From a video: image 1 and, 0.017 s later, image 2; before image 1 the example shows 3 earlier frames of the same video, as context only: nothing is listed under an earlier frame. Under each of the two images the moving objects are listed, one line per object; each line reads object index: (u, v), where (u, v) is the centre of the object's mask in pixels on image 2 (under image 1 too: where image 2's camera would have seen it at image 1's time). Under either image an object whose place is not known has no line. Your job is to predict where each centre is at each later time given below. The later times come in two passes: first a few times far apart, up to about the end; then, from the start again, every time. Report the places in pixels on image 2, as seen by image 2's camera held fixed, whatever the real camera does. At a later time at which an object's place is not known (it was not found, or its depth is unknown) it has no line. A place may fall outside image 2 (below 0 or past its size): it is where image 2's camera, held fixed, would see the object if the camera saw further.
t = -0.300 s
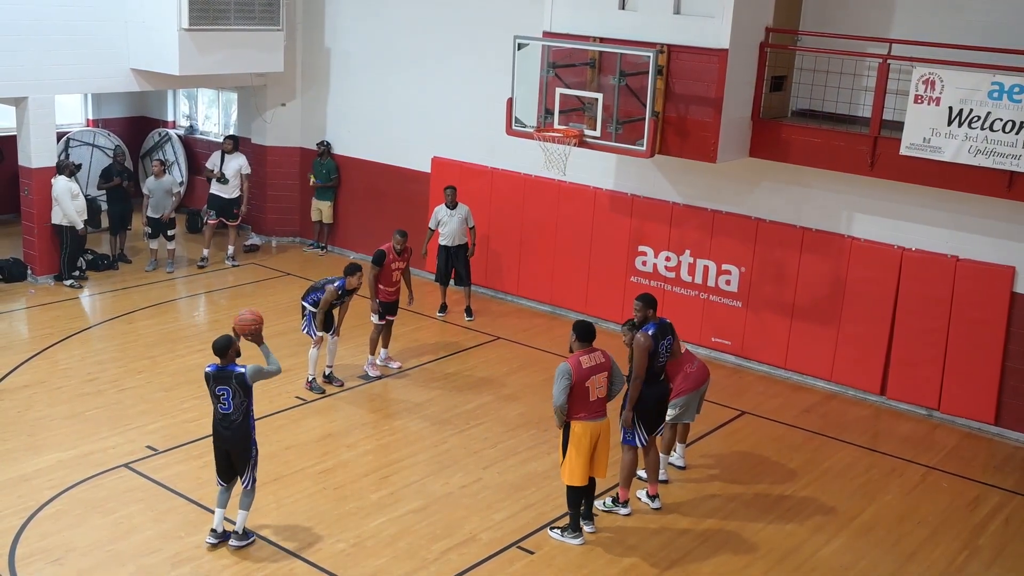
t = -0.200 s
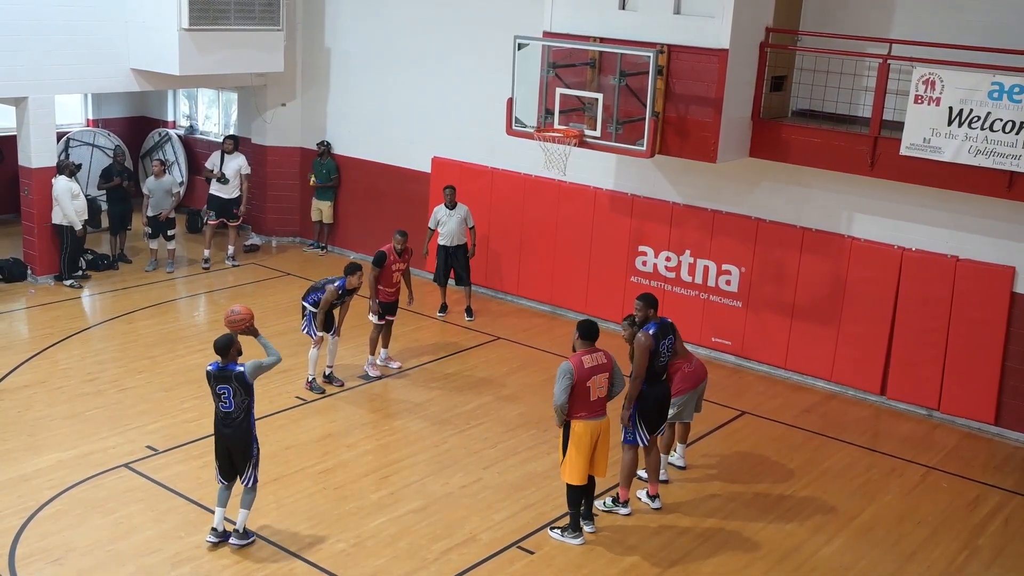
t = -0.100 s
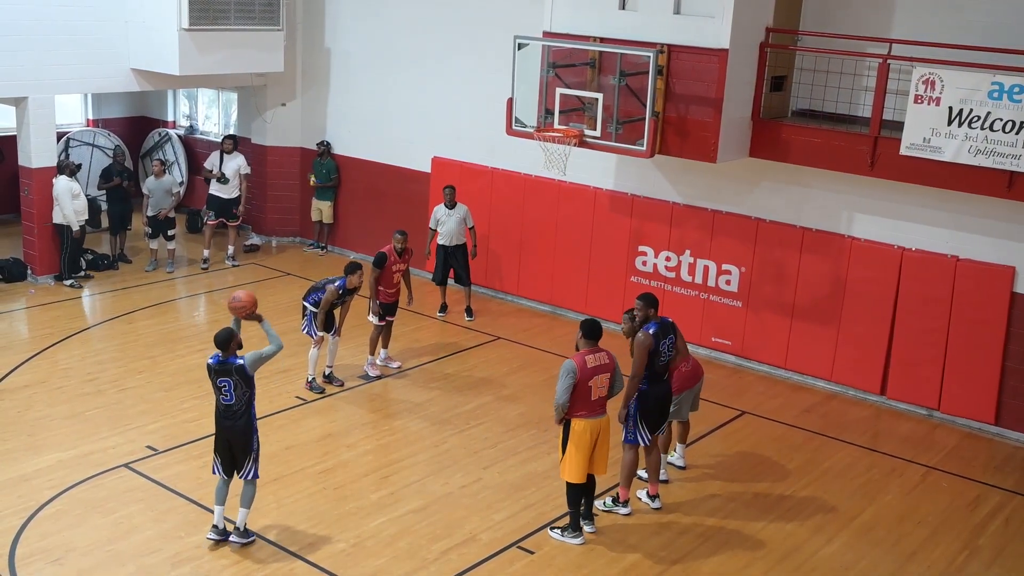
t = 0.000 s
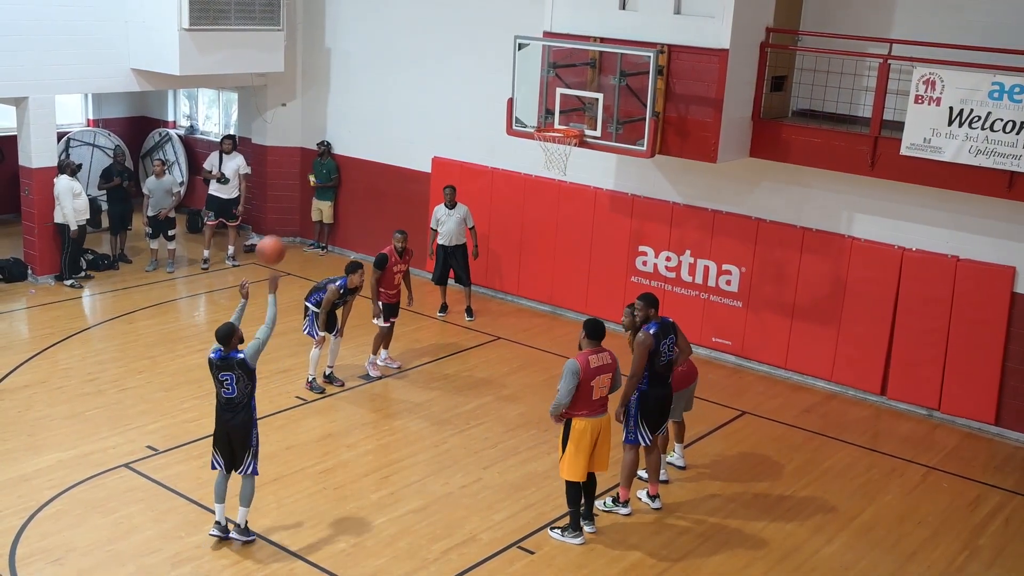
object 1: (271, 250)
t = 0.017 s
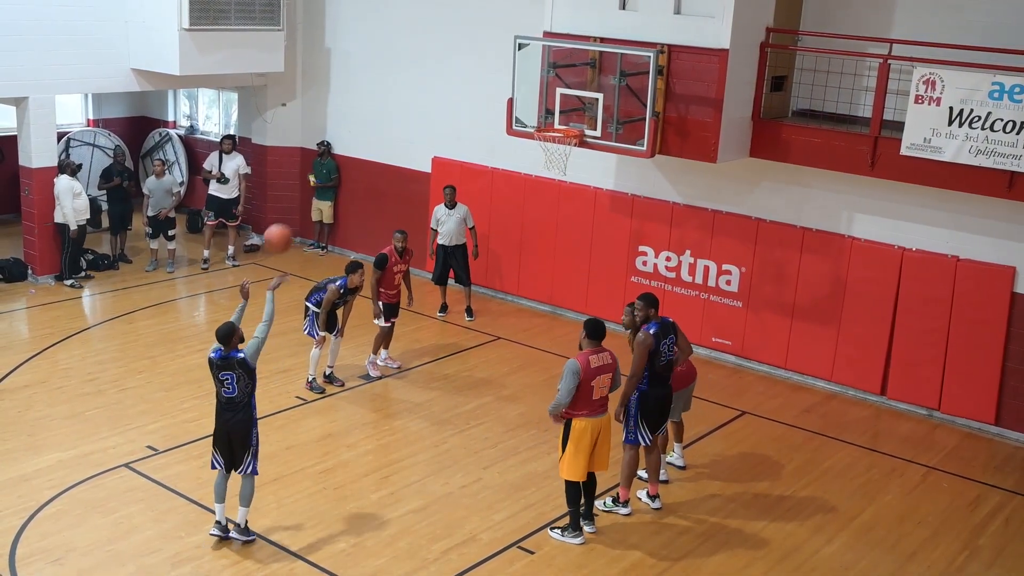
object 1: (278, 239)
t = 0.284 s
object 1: (383, 107)
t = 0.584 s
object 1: (480, 67)
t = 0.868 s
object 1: (551, 112)
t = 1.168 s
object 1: (537, 149)
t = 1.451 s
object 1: (559, 185)
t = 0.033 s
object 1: (284, 227)
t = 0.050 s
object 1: (291, 217)
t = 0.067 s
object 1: (298, 207)
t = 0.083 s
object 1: (305, 197)
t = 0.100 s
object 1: (311, 187)
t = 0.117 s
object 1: (318, 178)
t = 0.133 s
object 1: (325, 169)
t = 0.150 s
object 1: (331, 161)
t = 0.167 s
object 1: (338, 153)
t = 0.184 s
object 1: (345, 146)
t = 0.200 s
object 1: (351, 138)
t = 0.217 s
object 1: (358, 131)
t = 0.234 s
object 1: (364, 124)
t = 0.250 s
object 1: (370, 118)
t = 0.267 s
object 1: (376, 113)
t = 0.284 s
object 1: (383, 107)
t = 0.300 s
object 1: (389, 102)
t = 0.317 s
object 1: (394, 97)
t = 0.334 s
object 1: (400, 93)
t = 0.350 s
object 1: (406, 89)
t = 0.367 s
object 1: (412, 85)
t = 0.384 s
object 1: (418, 82)
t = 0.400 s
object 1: (423, 79)
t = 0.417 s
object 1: (429, 76)
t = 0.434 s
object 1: (434, 74)
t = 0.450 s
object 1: (439, 72)
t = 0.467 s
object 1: (445, 70)
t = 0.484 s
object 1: (450, 69)
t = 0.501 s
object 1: (455, 68)
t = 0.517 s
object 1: (460, 67)
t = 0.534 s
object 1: (465, 66)
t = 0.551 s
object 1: (470, 66)
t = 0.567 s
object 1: (475, 66)
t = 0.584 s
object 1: (480, 67)
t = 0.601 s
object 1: (485, 67)
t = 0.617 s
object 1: (490, 68)
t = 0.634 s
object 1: (494, 69)
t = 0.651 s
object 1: (499, 71)
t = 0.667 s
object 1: (503, 73)
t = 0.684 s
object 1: (507, 75)
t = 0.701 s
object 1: (512, 77)
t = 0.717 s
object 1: (516, 79)
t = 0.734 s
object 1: (520, 82)
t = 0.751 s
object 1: (524, 85)
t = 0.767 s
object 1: (528, 88)
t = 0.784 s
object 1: (533, 92)
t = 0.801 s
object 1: (536, 96)
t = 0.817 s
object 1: (540, 99)
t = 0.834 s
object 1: (544, 104)
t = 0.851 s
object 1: (548, 108)
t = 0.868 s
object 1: (551, 112)
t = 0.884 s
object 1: (554, 117)
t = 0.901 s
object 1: (559, 122)
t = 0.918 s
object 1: (562, 127)
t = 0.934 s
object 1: (565, 129)
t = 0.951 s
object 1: (560, 131)
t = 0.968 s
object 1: (555, 142)
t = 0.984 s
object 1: (551, 145)
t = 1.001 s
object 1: (545, 148)
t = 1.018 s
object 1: (542, 150)
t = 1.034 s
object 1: (539, 150)
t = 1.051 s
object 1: (537, 149)
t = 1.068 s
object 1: (536, 147)
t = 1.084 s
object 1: (535, 146)
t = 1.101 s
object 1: (535, 146)
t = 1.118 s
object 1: (535, 147)
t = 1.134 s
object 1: (535, 147)
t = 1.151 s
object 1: (536, 148)
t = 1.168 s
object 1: (537, 149)
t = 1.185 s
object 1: (537, 150)
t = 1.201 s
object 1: (538, 152)
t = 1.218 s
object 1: (539, 154)
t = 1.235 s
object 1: (541, 155)
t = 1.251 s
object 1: (542, 156)
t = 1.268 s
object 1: (543, 158)
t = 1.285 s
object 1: (545, 159)
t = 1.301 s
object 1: (546, 161)
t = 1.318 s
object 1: (548, 163)
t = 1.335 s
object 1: (549, 164)
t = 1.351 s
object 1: (551, 167)
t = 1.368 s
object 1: (552, 169)
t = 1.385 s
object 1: (553, 172)
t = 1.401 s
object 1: (555, 174)
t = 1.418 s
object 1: (556, 178)
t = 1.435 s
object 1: (558, 181)
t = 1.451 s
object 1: (559, 185)
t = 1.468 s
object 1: (560, 189)
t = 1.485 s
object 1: (562, 192)
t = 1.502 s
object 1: (563, 197)
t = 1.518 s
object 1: (564, 201)
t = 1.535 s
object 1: (565, 206)
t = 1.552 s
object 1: (567, 211)
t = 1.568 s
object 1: (568, 216)
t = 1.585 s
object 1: (569, 221)
